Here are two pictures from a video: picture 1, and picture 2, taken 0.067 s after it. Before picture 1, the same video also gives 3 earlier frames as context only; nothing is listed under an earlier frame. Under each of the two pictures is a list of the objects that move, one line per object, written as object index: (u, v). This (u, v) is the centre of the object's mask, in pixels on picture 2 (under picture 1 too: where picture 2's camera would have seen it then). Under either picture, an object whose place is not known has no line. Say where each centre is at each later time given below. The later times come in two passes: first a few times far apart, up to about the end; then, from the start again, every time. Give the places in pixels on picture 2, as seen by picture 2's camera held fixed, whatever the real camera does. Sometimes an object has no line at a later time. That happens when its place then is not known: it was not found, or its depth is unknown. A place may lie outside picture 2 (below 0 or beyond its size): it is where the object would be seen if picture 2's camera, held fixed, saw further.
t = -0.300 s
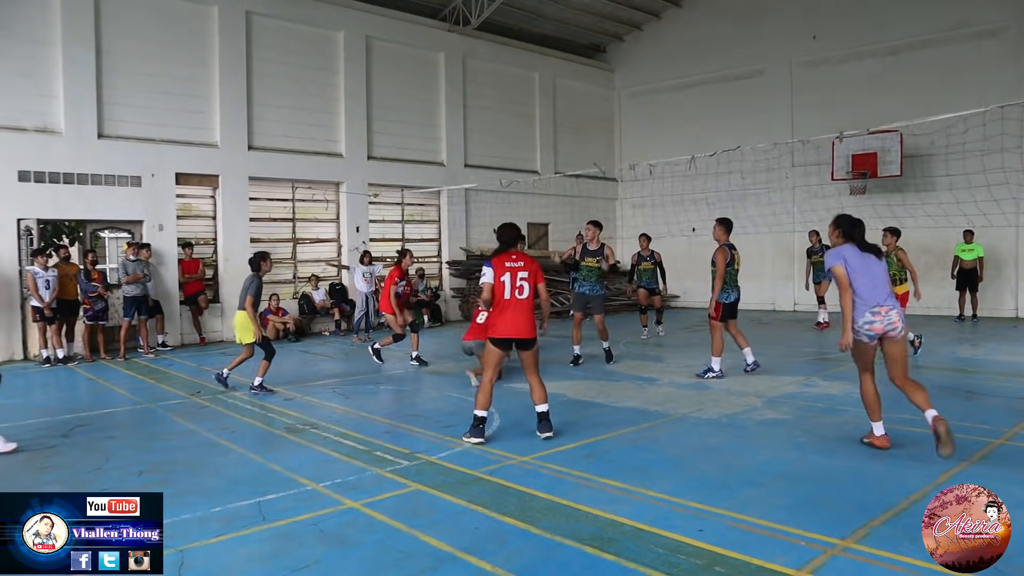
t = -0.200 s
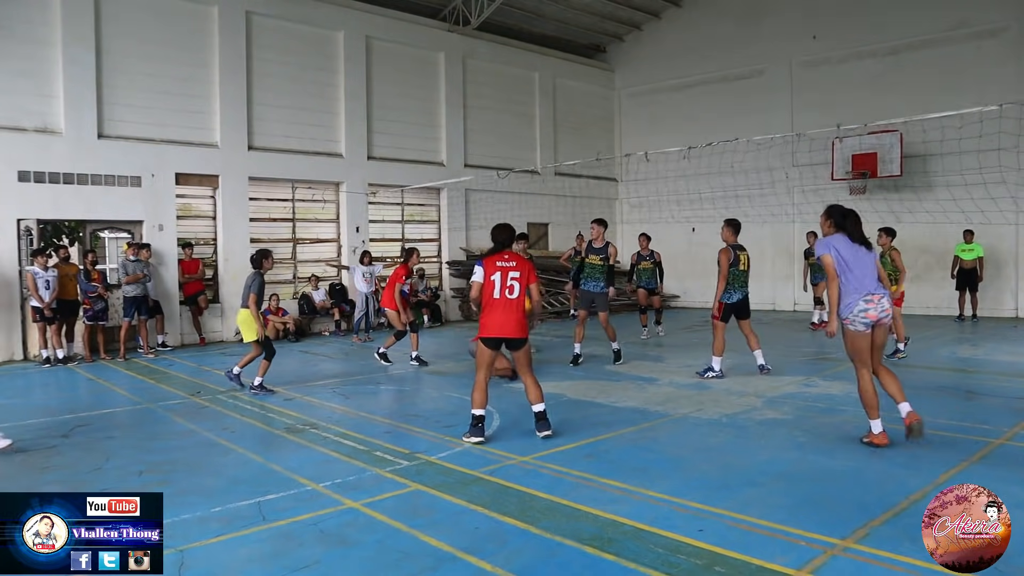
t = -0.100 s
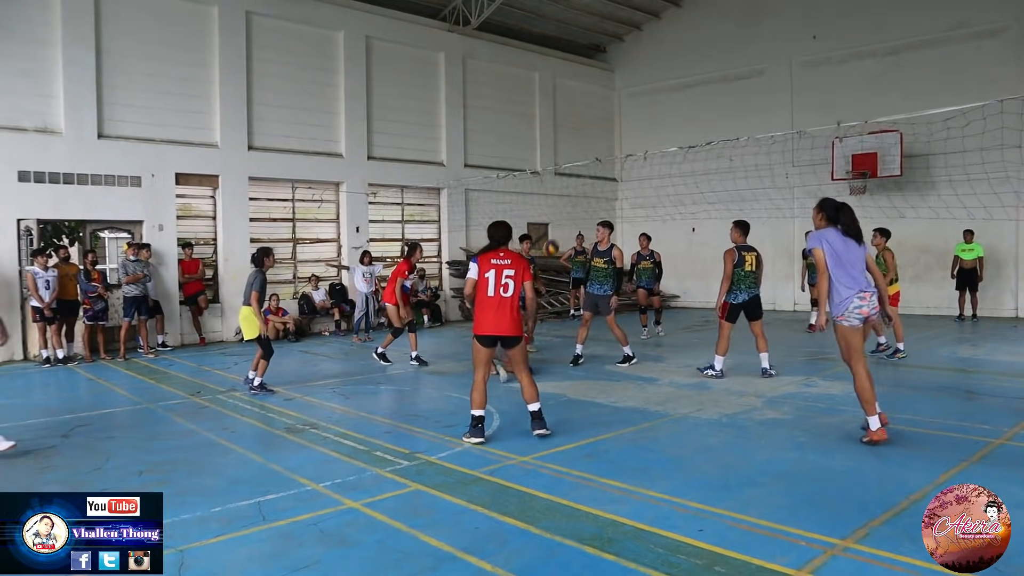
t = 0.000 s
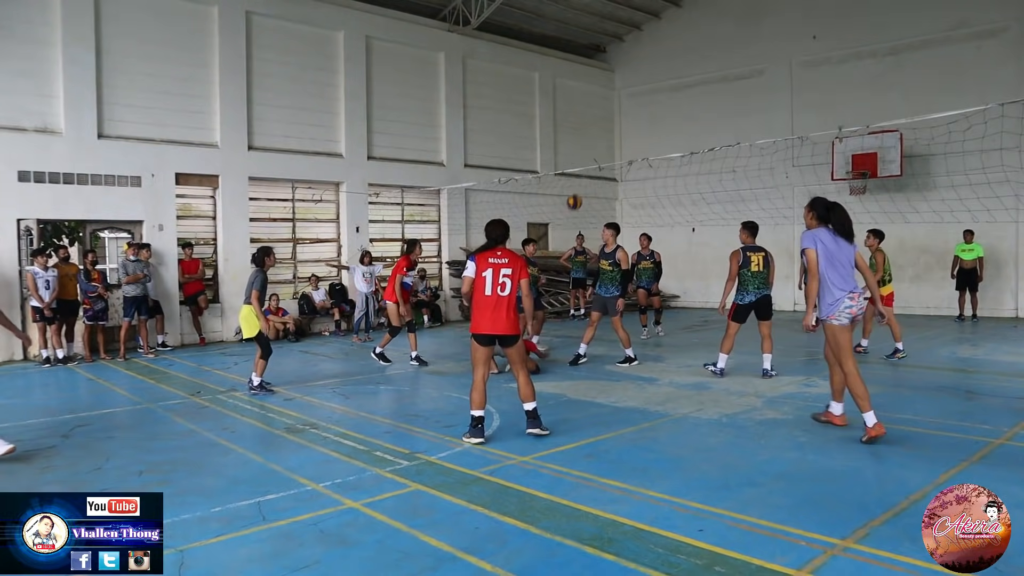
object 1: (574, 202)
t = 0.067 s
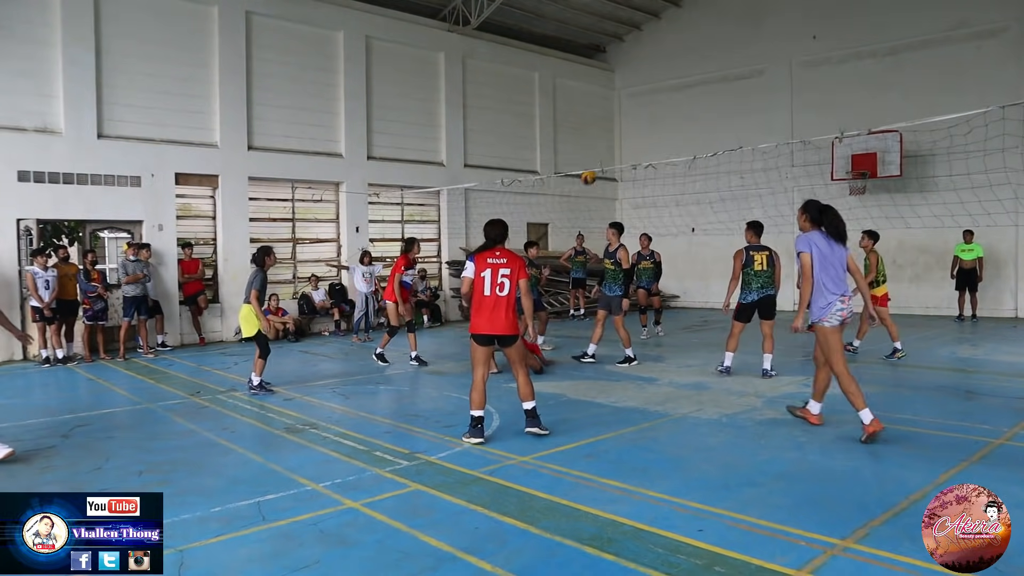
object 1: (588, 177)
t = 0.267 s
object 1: (628, 125)
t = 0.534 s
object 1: (674, 104)
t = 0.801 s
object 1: (715, 127)
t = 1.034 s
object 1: (746, 175)
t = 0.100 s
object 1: (596, 165)
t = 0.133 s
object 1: (602, 156)
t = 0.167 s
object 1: (609, 147)
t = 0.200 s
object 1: (616, 139)
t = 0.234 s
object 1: (622, 132)
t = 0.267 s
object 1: (628, 125)
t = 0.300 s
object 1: (634, 120)
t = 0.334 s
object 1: (640, 115)
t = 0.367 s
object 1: (646, 111)
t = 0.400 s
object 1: (652, 109)
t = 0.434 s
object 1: (657, 106)
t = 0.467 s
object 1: (663, 105)
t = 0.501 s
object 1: (669, 104)
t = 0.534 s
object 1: (674, 104)
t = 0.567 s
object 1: (679, 104)
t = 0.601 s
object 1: (684, 105)
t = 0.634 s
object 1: (689, 107)
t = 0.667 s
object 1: (694, 109)
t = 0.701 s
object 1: (699, 112)
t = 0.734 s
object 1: (704, 116)
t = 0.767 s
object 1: (710, 120)
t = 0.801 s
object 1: (715, 127)
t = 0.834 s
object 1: (719, 132)
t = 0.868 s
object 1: (724, 138)
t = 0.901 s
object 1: (728, 144)
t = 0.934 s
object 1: (733, 152)
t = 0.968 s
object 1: (737, 159)
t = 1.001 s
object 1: (742, 167)
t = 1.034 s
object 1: (746, 175)
